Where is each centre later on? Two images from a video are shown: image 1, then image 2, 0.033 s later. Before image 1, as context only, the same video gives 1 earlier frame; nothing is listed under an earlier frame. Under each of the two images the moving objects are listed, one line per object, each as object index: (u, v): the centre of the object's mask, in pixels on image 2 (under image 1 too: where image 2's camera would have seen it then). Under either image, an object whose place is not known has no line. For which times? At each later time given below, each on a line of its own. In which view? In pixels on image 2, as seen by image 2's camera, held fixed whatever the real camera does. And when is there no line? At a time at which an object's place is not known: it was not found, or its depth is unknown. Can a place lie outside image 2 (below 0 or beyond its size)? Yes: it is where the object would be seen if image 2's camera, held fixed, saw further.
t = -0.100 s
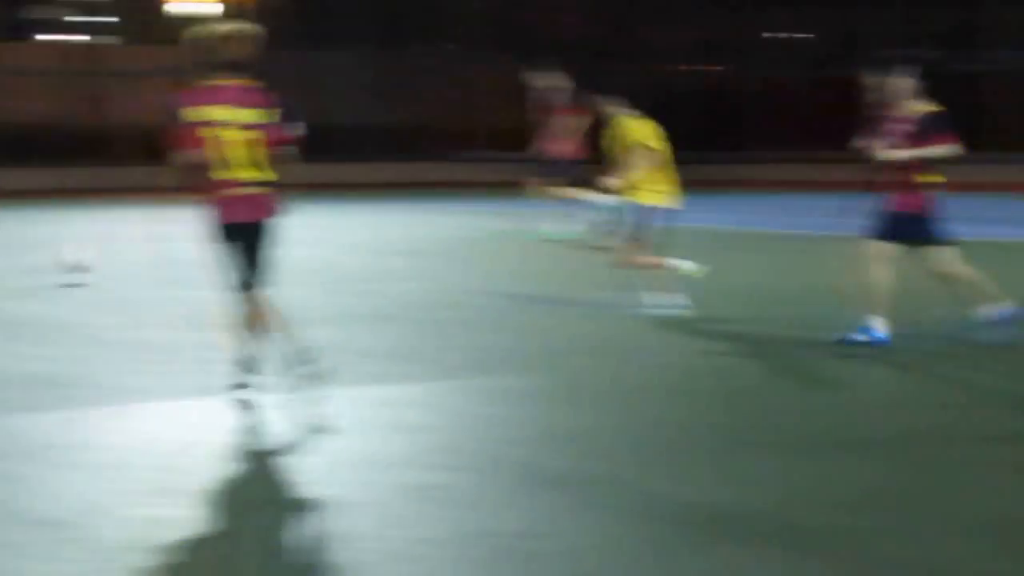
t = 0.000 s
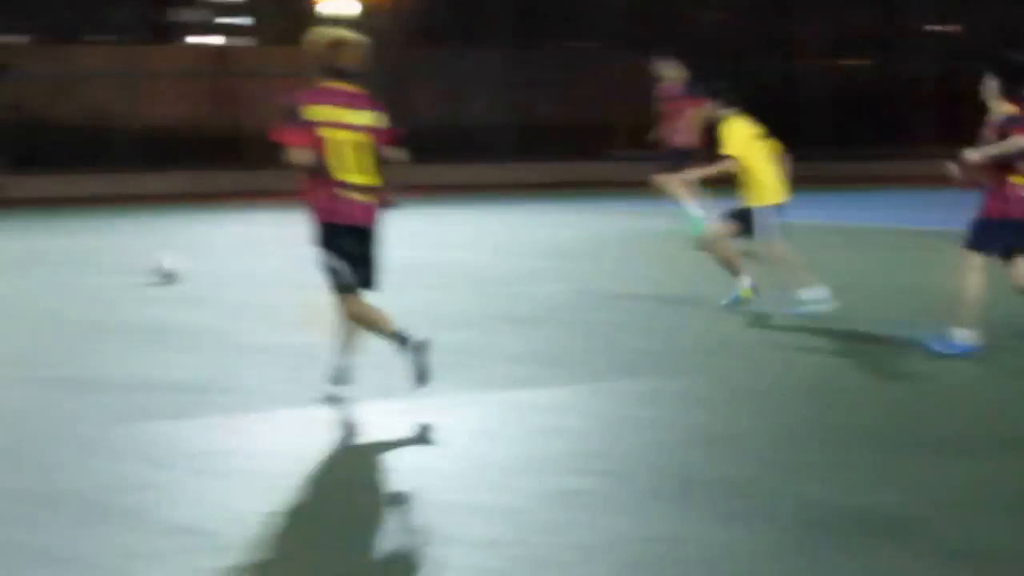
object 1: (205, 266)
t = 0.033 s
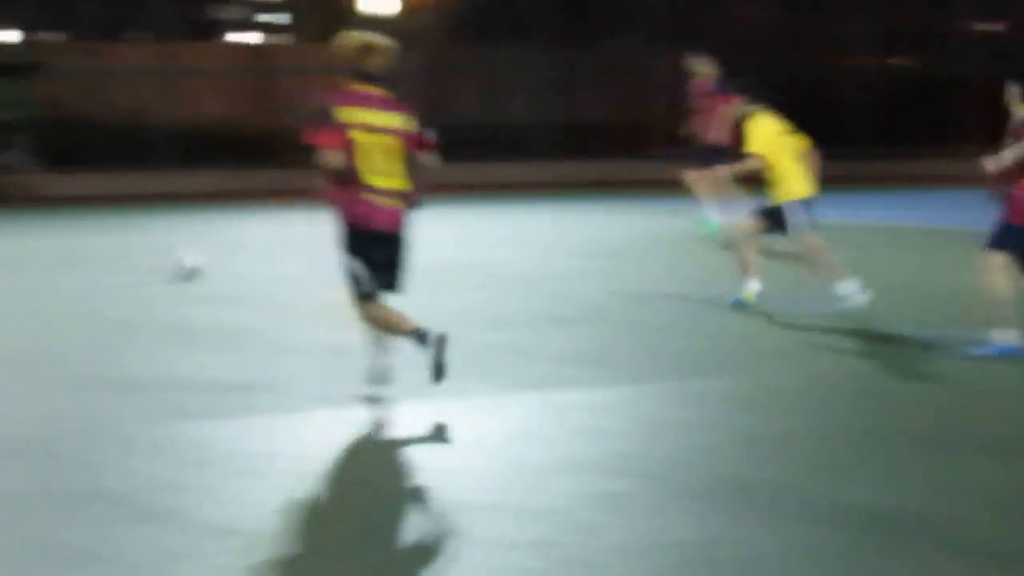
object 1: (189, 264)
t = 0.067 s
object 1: (176, 257)
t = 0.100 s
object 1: (161, 252)
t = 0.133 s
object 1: (144, 250)
